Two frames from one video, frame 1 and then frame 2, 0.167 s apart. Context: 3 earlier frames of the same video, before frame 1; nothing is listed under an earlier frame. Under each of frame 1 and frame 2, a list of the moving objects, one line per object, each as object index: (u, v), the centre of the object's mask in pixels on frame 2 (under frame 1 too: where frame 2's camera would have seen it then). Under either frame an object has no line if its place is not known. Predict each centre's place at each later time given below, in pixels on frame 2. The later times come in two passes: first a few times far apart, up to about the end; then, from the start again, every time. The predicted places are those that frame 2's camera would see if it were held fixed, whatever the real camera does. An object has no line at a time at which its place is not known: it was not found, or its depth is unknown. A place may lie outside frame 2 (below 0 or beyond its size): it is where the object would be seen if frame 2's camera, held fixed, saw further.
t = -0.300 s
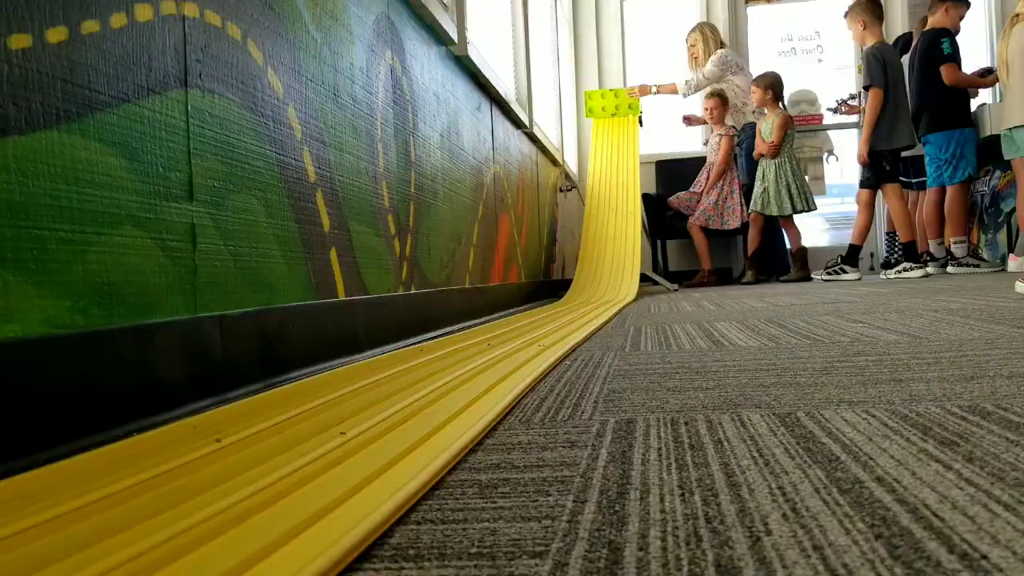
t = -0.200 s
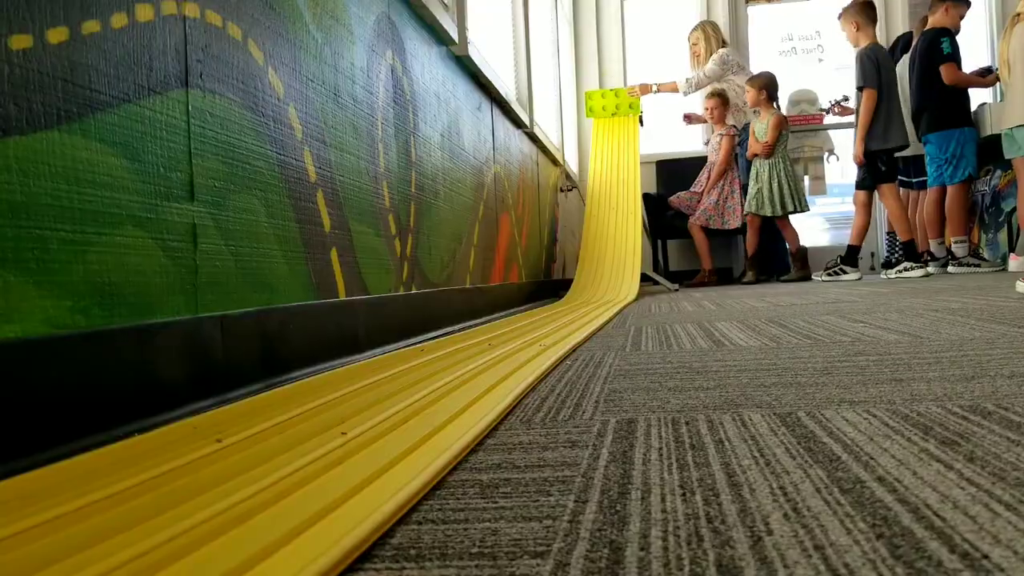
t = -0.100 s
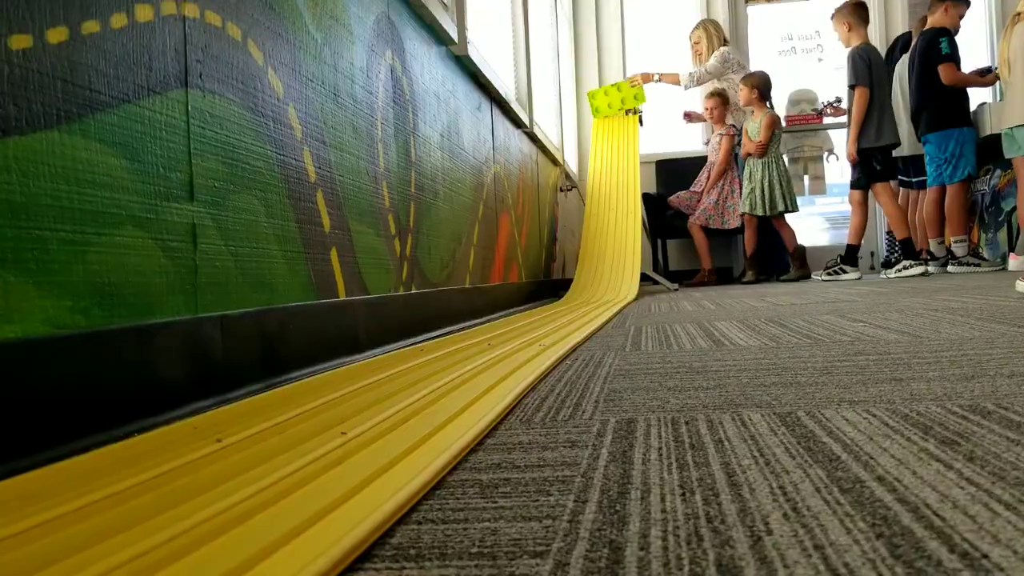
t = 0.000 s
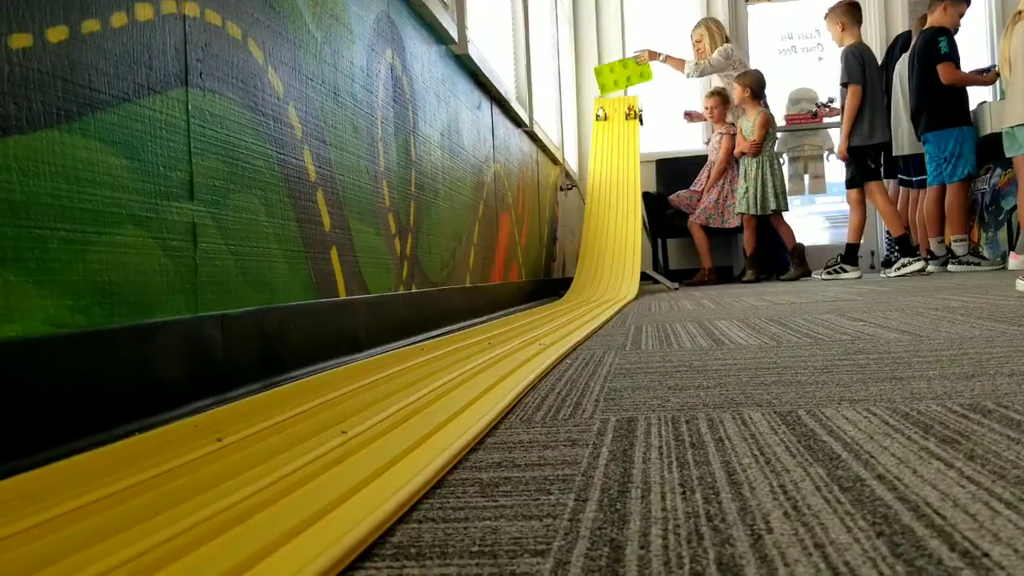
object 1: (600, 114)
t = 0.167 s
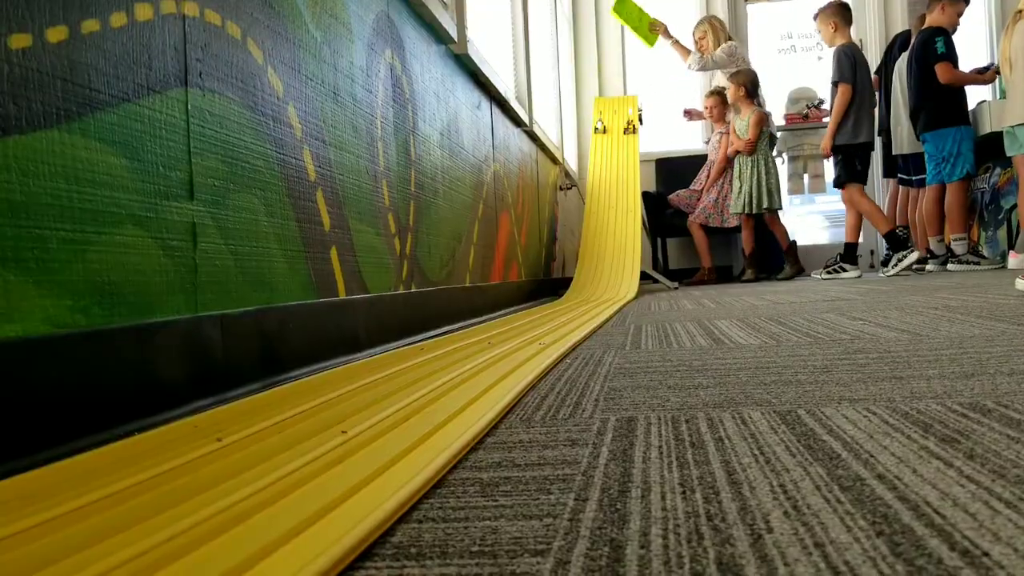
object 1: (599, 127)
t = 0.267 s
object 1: (598, 138)
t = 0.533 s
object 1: (595, 185)
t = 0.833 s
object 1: (582, 268)
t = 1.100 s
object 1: (556, 294)
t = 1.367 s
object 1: (506, 307)
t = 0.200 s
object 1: (599, 131)
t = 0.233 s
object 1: (599, 134)
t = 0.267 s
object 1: (598, 138)
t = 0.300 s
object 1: (598, 143)
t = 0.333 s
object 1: (597, 148)
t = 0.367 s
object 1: (597, 153)
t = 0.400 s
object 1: (596, 159)
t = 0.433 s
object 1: (596, 165)
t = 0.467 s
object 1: (595, 171)
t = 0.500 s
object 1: (595, 178)
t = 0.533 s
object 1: (595, 185)
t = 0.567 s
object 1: (594, 193)
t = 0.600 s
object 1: (593, 202)
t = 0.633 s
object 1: (592, 211)
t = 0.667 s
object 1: (590, 222)
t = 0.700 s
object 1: (589, 231)
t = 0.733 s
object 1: (588, 241)
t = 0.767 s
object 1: (586, 251)
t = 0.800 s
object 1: (584, 260)
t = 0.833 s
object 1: (582, 268)
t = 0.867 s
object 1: (580, 276)
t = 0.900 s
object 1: (579, 281)
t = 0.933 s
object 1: (576, 285)
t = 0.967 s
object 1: (572, 290)
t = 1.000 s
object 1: (567, 292)
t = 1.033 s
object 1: (563, 292)
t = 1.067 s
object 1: (559, 293)
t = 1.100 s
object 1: (556, 294)
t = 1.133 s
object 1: (552, 294)
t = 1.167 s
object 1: (546, 296)
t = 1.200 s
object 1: (539, 298)
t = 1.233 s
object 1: (532, 299)
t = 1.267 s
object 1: (526, 302)
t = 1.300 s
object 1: (519, 303)
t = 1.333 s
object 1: (513, 305)
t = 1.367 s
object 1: (506, 307)
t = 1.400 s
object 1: (498, 309)
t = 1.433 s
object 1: (487, 311)
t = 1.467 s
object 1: (474, 314)
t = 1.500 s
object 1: (461, 317)
